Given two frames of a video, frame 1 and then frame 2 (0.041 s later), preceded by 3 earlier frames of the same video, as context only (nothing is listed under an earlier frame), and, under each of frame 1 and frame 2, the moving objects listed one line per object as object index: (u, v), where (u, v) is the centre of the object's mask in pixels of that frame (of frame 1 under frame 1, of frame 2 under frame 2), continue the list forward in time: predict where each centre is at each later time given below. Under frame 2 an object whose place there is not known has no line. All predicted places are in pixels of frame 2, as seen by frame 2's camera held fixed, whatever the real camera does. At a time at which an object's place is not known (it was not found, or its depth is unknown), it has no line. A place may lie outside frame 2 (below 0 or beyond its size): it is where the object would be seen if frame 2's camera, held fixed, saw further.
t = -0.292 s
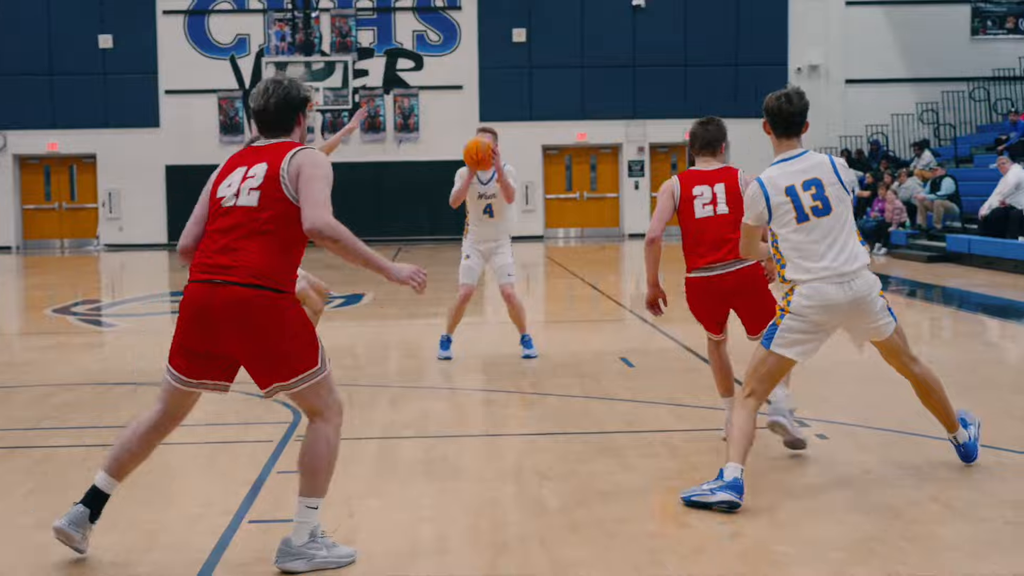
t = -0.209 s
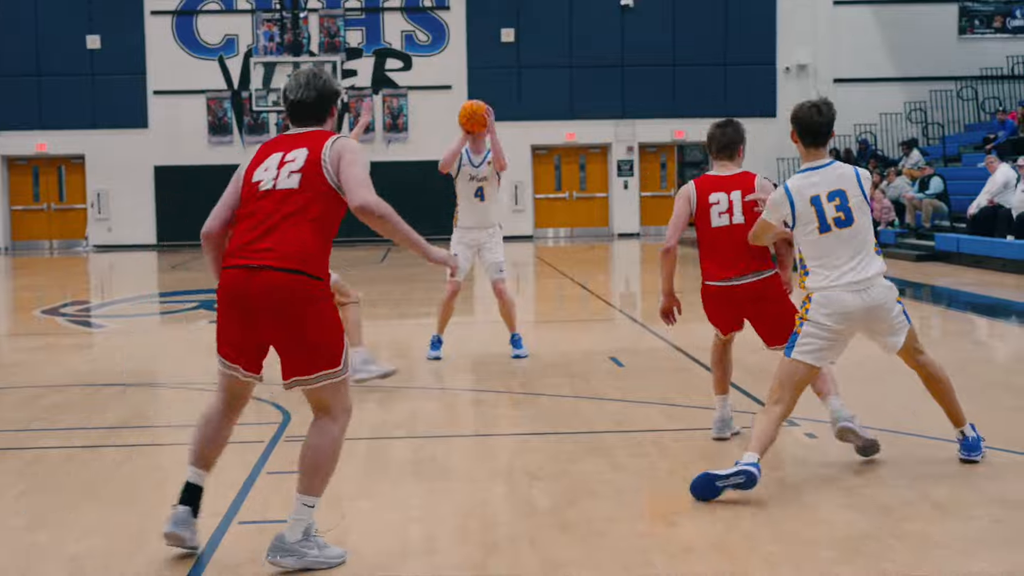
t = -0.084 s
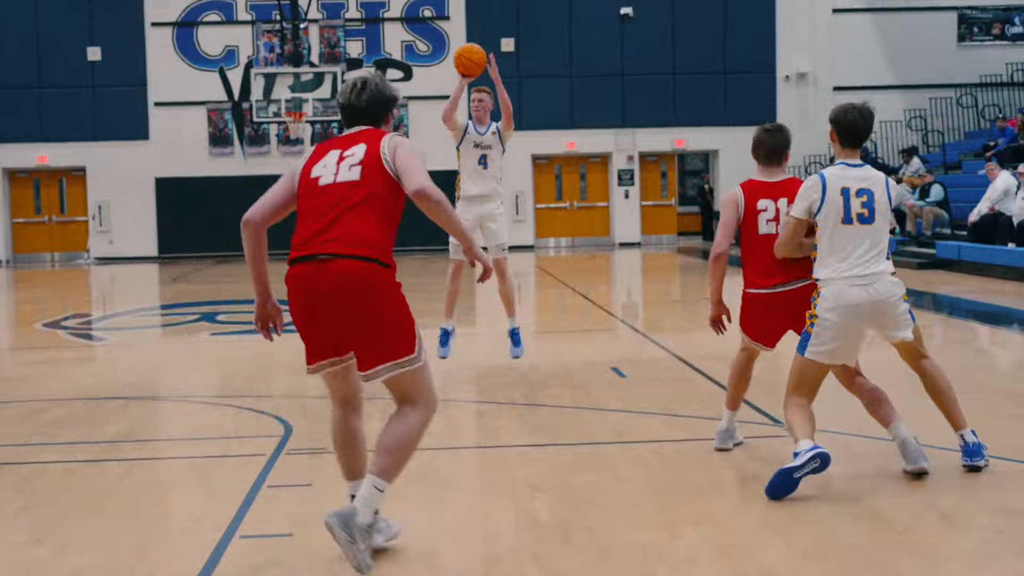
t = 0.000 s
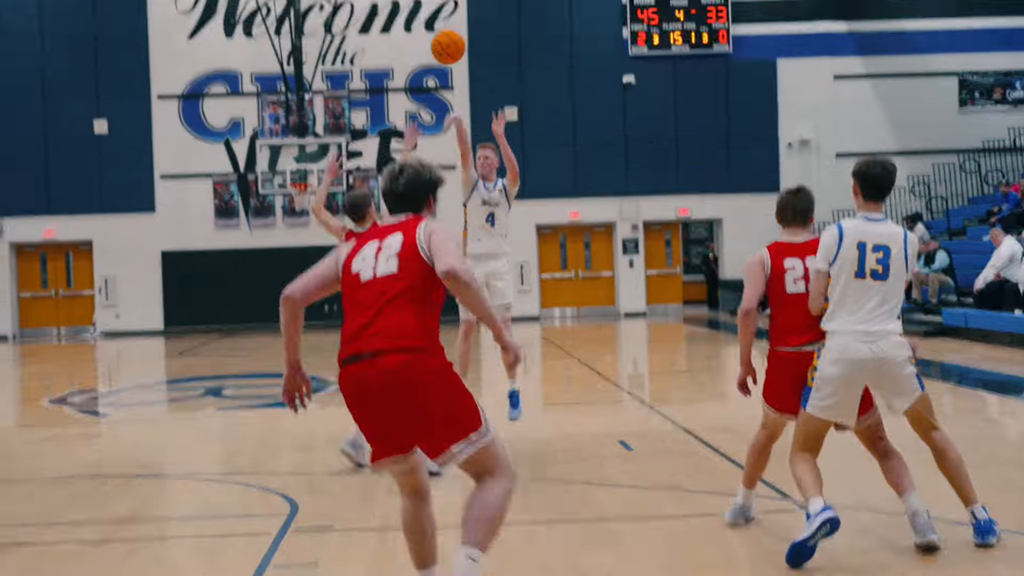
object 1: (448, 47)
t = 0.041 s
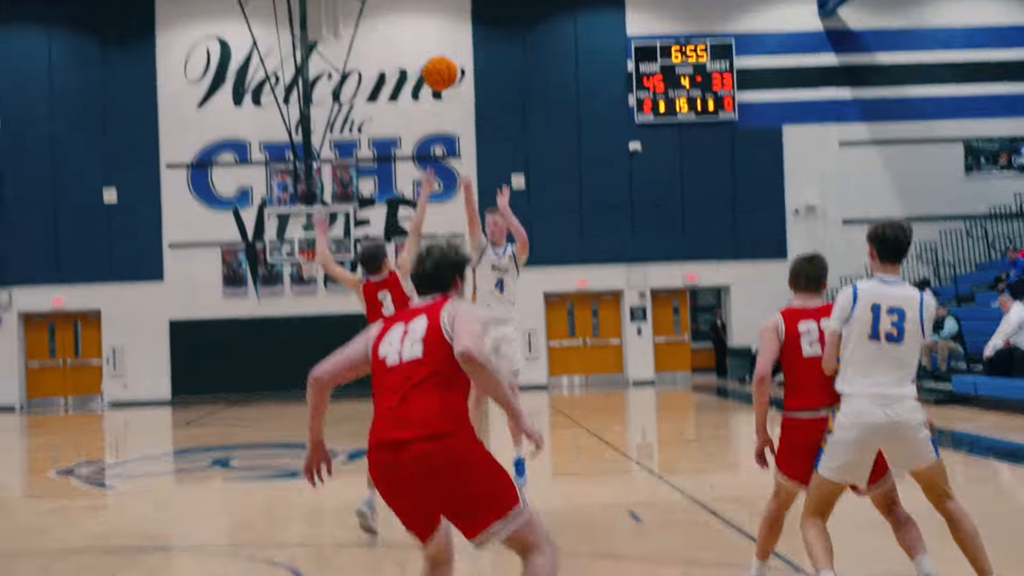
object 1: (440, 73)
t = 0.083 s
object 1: (423, 30)
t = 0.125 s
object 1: (406, -12)
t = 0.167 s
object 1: (388, -51)
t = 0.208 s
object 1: (369, -90)
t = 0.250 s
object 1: (349, -128)
